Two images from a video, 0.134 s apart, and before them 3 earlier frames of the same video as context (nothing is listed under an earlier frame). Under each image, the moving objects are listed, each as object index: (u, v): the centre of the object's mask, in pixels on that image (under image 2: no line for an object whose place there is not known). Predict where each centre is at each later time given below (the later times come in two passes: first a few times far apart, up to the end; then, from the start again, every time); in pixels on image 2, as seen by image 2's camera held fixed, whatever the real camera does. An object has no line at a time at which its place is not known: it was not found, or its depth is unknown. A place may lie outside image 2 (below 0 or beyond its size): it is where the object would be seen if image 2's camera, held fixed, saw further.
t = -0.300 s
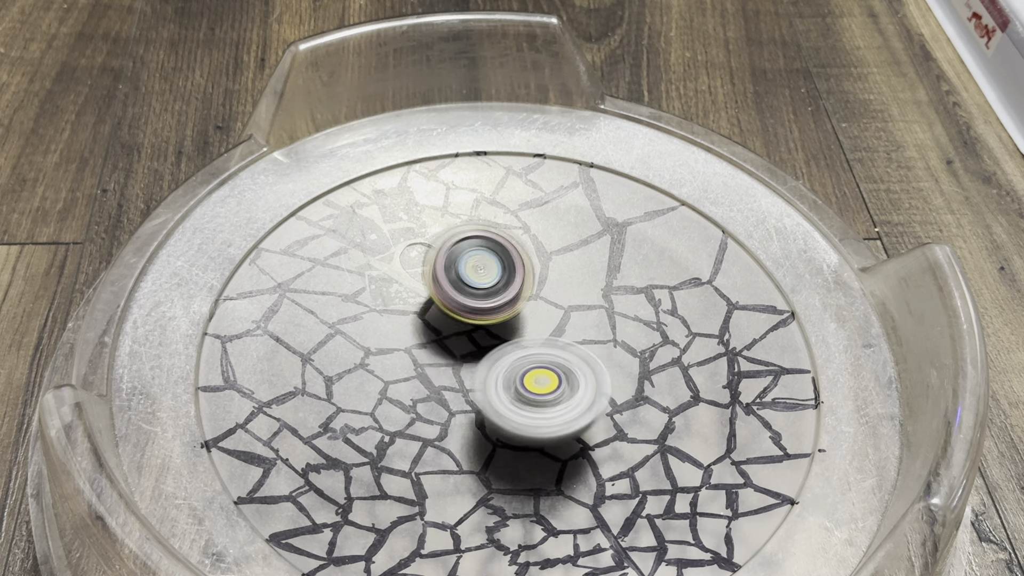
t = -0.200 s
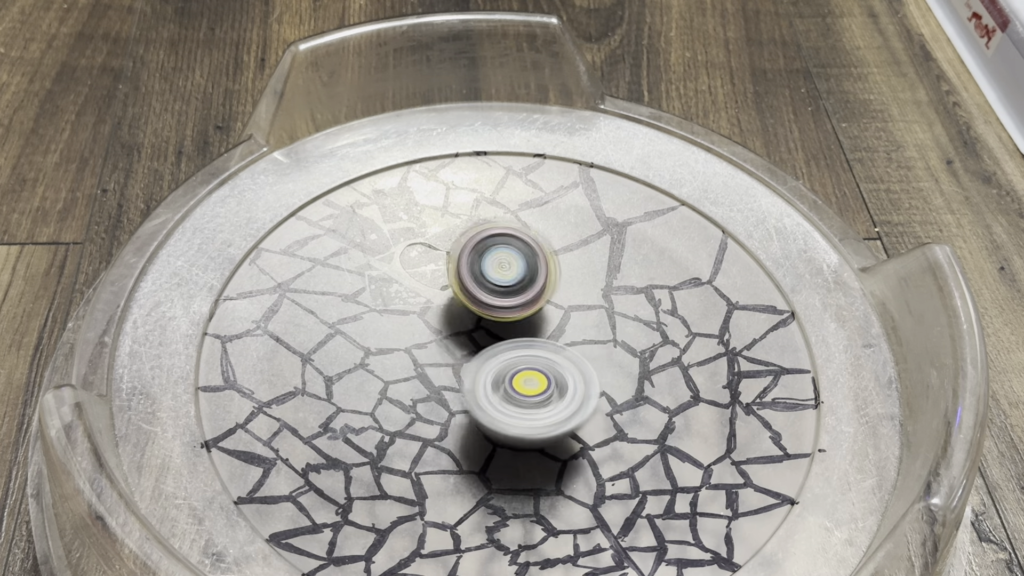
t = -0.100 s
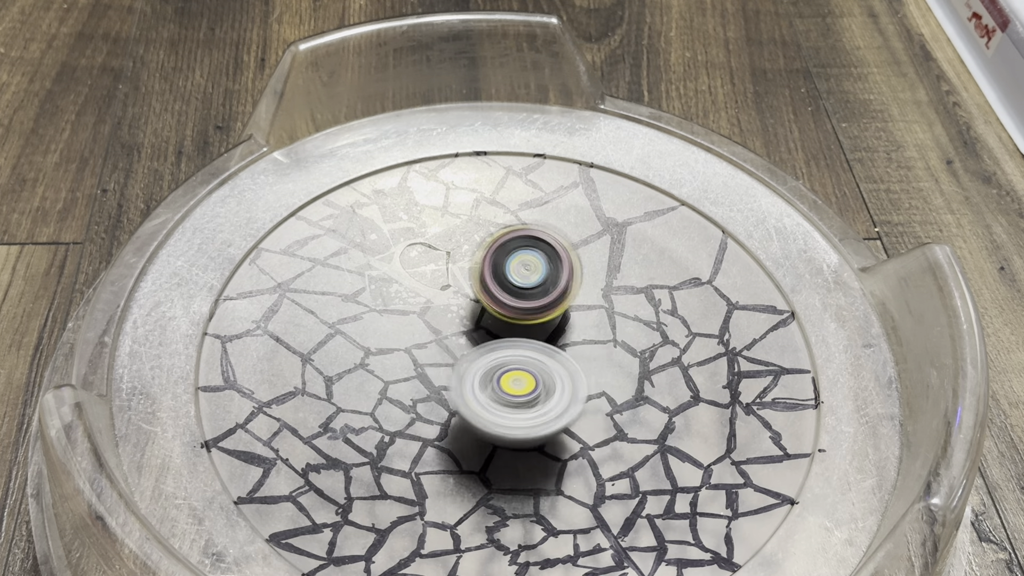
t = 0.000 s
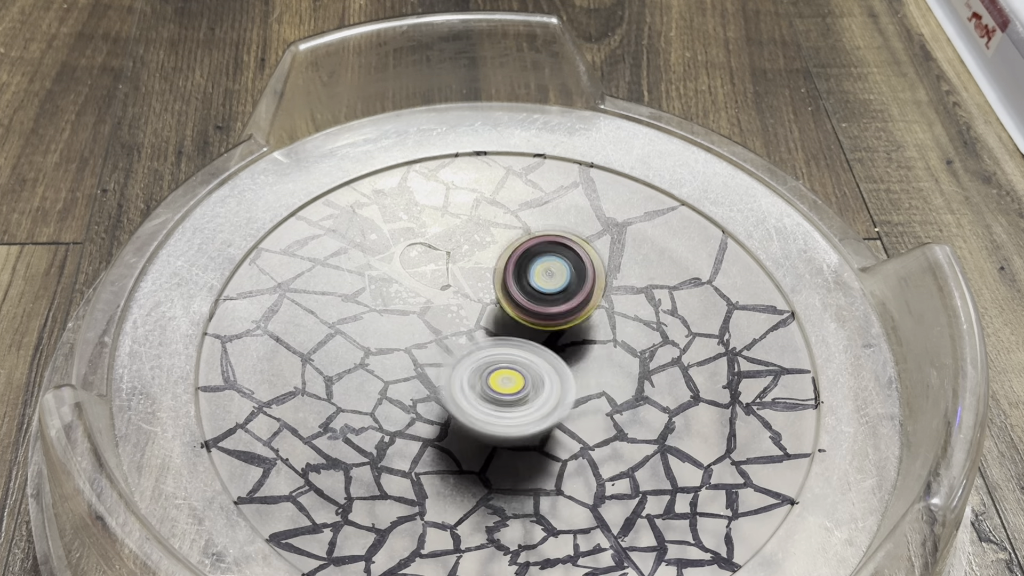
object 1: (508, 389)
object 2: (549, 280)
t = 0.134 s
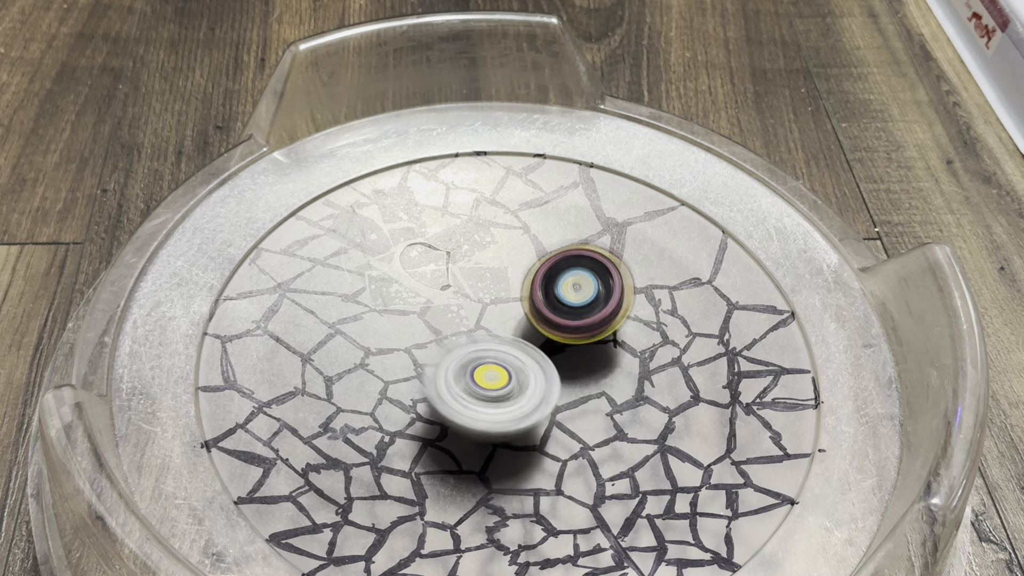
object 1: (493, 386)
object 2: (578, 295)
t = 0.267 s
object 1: (482, 378)
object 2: (601, 314)
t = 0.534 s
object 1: (466, 361)
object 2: (617, 364)
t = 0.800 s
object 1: (465, 343)
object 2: (595, 414)
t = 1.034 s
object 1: (477, 330)
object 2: (547, 437)
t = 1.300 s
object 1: (491, 323)
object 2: (478, 429)
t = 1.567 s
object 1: (528, 316)
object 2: (421, 395)
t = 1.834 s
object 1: (551, 314)
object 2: (402, 350)
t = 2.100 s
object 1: (563, 332)
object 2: (428, 308)
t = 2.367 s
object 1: (593, 379)
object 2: (472, 279)
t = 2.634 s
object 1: (594, 388)
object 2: (525, 285)
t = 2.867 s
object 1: (567, 432)
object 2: (565, 276)
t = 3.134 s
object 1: (531, 439)
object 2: (575, 299)
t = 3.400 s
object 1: (463, 411)
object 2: (561, 343)
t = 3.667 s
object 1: (395, 370)
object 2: (581, 342)
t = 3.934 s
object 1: (413, 326)
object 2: (542, 363)
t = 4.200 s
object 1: (440, 293)
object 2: (521, 383)
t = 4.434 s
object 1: (494, 277)
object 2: (498, 396)
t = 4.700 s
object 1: (547, 290)
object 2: (486, 397)
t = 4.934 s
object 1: (579, 327)
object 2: (468, 386)
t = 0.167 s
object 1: (490, 384)
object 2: (583, 298)
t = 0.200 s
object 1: (487, 382)
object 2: (589, 303)
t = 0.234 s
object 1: (484, 381)
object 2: (595, 307)
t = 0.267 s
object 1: (482, 378)
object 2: (601, 314)
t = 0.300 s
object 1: (479, 377)
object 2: (604, 319)
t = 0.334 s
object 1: (477, 375)
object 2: (608, 324)
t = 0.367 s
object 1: (473, 372)
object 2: (610, 331)
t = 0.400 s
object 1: (472, 371)
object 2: (614, 337)
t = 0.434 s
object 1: (470, 368)
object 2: (614, 345)
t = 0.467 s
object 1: (469, 366)
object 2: (616, 351)
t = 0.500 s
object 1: (468, 363)
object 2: (617, 358)
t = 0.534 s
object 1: (466, 361)
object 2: (617, 364)
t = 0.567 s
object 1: (465, 357)
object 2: (618, 371)
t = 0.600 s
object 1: (465, 355)
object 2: (615, 378)
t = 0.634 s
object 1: (464, 354)
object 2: (614, 384)
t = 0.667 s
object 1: (464, 351)
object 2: (611, 390)
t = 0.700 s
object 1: (465, 349)
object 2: (608, 397)
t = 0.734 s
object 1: (464, 347)
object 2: (605, 402)
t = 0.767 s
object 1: (465, 344)
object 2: (600, 408)
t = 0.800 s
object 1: (465, 343)
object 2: (595, 414)
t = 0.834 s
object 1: (466, 341)
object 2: (590, 418)
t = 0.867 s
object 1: (468, 339)
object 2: (585, 422)
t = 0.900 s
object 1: (470, 338)
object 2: (578, 426)
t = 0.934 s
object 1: (471, 335)
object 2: (570, 431)
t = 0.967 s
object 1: (473, 333)
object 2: (563, 433)
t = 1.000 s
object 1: (475, 332)
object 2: (555, 436)
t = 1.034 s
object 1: (477, 330)
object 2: (547, 437)
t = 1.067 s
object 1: (479, 329)
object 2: (538, 438)
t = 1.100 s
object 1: (481, 328)
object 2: (529, 438)
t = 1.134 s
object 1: (484, 327)
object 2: (520, 438)
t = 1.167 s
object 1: (486, 325)
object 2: (512, 437)
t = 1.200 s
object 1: (489, 324)
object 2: (503, 436)
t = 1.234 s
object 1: (491, 323)
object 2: (495, 435)
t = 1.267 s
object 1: (493, 323)
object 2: (486, 432)
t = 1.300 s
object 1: (491, 323)
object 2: (478, 429)
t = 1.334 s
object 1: (492, 322)
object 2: (471, 426)
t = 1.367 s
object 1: (499, 321)
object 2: (464, 422)
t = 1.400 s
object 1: (499, 323)
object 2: (456, 418)
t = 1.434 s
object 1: (502, 323)
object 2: (449, 414)
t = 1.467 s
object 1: (504, 323)
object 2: (442, 408)
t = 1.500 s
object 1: (509, 324)
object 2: (435, 404)
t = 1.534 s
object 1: (519, 321)
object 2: (427, 400)
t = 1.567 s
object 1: (528, 316)
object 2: (421, 395)
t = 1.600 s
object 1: (527, 315)
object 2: (414, 391)
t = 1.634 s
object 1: (533, 313)
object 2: (410, 385)
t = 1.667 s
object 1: (538, 311)
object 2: (406, 378)
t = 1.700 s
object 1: (541, 311)
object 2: (404, 372)
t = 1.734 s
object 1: (543, 311)
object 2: (402, 367)
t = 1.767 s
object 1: (546, 312)
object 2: (402, 361)
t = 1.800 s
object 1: (548, 313)
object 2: (401, 355)
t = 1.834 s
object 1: (551, 314)
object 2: (402, 350)
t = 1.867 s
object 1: (555, 315)
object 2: (402, 343)
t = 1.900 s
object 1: (555, 317)
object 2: (404, 338)
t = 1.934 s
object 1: (556, 319)
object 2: (407, 333)
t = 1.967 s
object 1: (560, 321)
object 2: (410, 328)
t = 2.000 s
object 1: (559, 323)
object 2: (413, 323)
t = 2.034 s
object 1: (562, 326)
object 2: (418, 318)
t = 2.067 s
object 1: (561, 329)
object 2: (422, 314)
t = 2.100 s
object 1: (563, 332)
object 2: (428, 308)
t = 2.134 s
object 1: (563, 335)
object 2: (434, 304)
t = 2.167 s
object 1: (563, 338)
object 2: (440, 301)
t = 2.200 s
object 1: (562, 342)
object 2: (447, 298)
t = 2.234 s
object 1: (562, 347)
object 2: (454, 295)
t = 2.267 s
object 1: (571, 356)
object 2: (456, 289)
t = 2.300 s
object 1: (581, 367)
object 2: (459, 282)
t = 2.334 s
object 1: (590, 373)
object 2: (466, 280)
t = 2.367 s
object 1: (593, 379)
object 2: (472, 279)
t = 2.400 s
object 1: (597, 382)
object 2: (478, 279)
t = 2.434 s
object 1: (599, 385)
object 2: (485, 279)
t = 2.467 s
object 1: (601, 385)
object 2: (492, 277)
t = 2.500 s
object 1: (601, 387)
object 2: (498, 278)
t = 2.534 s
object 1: (599, 387)
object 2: (504, 278)
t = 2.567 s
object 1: (598, 386)
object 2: (512, 280)
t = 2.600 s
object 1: (596, 387)
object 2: (519, 282)
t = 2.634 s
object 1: (594, 388)
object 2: (525, 285)
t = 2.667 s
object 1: (591, 389)
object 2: (532, 287)
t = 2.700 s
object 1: (587, 390)
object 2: (538, 290)
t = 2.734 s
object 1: (583, 391)
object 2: (545, 294)
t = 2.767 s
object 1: (578, 393)
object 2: (550, 297)
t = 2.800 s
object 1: (574, 405)
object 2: (557, 289)
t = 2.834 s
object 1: (572, 424)
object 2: (561, 280)
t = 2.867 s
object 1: (567, 432)
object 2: (565, 276)
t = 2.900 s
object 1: (560, 438)
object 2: (568, 275)
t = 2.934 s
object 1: (560, 438)
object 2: (571, 277)
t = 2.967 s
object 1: (554, 442)
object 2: (573, 279)
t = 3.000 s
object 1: (550, 442)
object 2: (574, 282)
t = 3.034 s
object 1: (545, 441)
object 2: (575, 286)
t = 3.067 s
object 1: (542, 441)
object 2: (575, 290)
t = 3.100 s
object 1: (537, 440)
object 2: (575, 294)
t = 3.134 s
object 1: (531, 439)
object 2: (575, 299)
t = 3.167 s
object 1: (524, 439)
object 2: (574, 303)
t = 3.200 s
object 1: (516, 434)
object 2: (573, 308)
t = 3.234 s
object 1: (506, 433)
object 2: (573, 314)
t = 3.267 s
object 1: (497, 429)
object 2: (571, 319)
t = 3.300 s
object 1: (488, 425)
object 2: (568, 326)
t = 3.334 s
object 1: (481, 421)
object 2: (565, 332)
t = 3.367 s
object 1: (472, 416)
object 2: (562, 338)
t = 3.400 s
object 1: (463, 411)
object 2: (561, 343)
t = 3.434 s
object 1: (447, 409)
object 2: (574, 340)
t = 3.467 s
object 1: (429, 406)
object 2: (584, 335)
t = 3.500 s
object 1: (419, 399)
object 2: (590, 333)
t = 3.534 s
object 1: (411, 394)
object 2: (591, 334)
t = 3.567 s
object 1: (405, 388)
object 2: (590, 336)
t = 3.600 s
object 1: (399, 381)
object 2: (587, 337)
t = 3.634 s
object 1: (396, 375)
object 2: (585, 339)
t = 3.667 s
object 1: (395, 370)
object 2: (581, 342)
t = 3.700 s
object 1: (395, 364)
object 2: (578, 344)
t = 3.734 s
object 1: (396, 357)
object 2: (574, 347)
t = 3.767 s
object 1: (397, 352)
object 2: (569, 350)
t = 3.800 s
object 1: (396, 348)
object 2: (564, 353)
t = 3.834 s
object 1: (401, 342)
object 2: (560, 355)
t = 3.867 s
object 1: (404, 337)
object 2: (554, 358)
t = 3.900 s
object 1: (405, 331)
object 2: (549, 360)
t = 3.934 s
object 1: (413, 326)
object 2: (542, 363)
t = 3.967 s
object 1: (418, 320)
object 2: (538, 365)
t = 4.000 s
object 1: (417, 313)
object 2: (540, 370)
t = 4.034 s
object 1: (420, 308)
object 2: (538, 374)
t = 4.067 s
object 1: (423, 304)
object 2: (535, 376)
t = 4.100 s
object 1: (426, 301)
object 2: (532, 378)
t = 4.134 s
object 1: (429, 297)
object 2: (528, 380)
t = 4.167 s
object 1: (435, 295)
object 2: (525, 381)
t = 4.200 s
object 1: (440, 293)
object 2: (521, 383)
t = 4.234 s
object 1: (447, 291)
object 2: (517, 383)
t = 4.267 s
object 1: (454, 289)
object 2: (512, 384)
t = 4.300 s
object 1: (463, 288)
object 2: (508, 385)
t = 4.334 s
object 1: (472, 285)
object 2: (505, 388)
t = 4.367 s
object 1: (478, 280)
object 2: (504, 392)
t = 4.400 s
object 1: (487, 278)
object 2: (501, 394)
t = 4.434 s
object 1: (494, 277)
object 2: (498, 396)
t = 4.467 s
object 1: (502, 278)
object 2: (497, 397)
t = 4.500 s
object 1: (509, 279)
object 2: (495, 397)
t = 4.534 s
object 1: (515, 280)
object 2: (493, 398)
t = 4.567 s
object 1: (521, 282)
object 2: (492, 398)
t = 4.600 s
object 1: (529, 285)
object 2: (491, 399)
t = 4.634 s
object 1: (532, 287)
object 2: (489, 398)
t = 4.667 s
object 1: (541, 288)
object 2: (488, 398)
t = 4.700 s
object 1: (547, 290)
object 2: (486, 397)
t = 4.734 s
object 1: (553, 294)
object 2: (484, 396)
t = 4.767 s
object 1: (558, 299)
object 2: (483, 394)
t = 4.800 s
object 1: (563, 304)
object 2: (482, 392)
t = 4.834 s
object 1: (563, 312)
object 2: (480, 390)
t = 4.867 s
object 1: (566, 319)
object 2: (479, 388)
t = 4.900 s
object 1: (572, 323)
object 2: (476, 386)
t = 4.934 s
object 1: (579, 327)
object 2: (468, 386)
